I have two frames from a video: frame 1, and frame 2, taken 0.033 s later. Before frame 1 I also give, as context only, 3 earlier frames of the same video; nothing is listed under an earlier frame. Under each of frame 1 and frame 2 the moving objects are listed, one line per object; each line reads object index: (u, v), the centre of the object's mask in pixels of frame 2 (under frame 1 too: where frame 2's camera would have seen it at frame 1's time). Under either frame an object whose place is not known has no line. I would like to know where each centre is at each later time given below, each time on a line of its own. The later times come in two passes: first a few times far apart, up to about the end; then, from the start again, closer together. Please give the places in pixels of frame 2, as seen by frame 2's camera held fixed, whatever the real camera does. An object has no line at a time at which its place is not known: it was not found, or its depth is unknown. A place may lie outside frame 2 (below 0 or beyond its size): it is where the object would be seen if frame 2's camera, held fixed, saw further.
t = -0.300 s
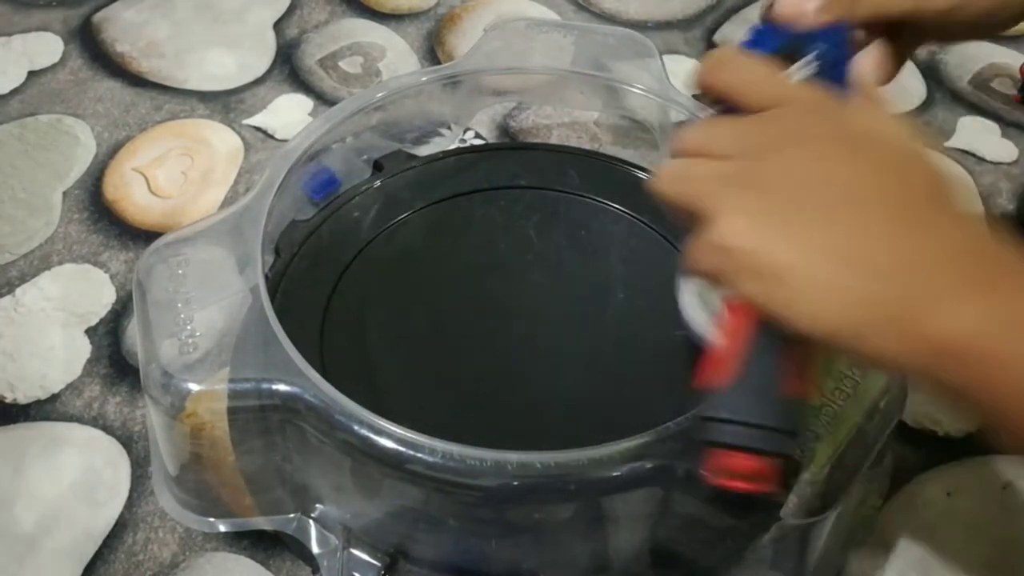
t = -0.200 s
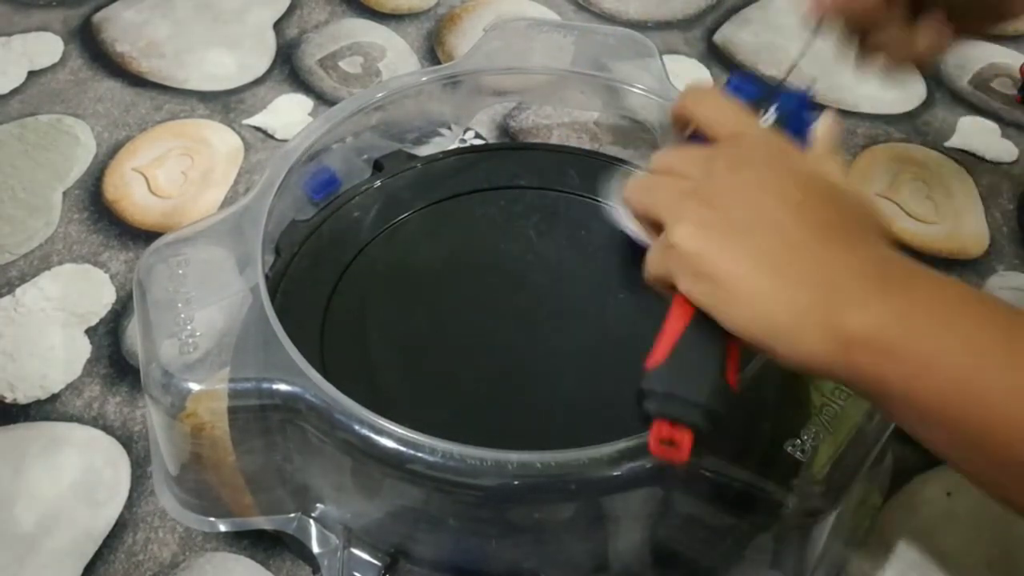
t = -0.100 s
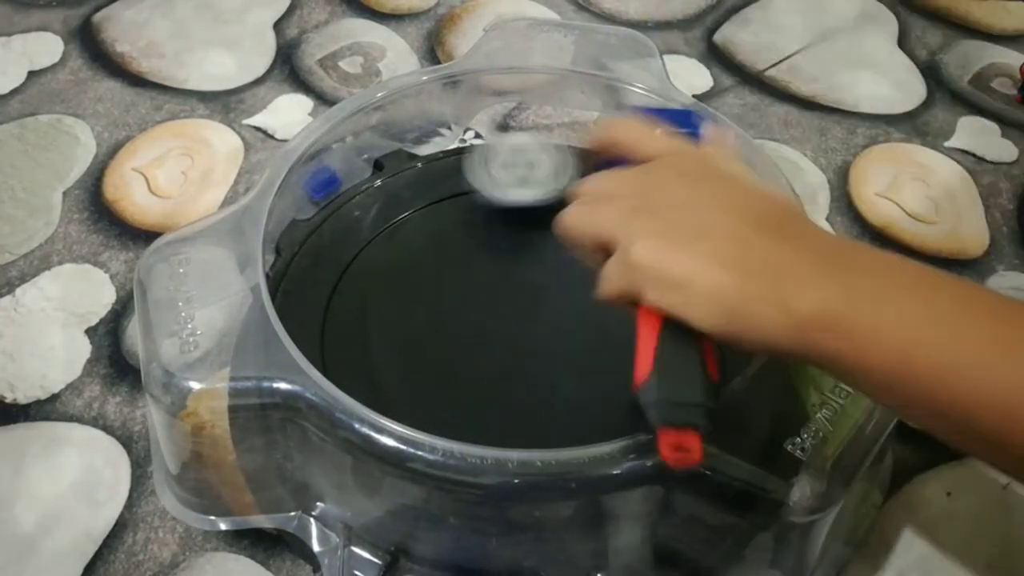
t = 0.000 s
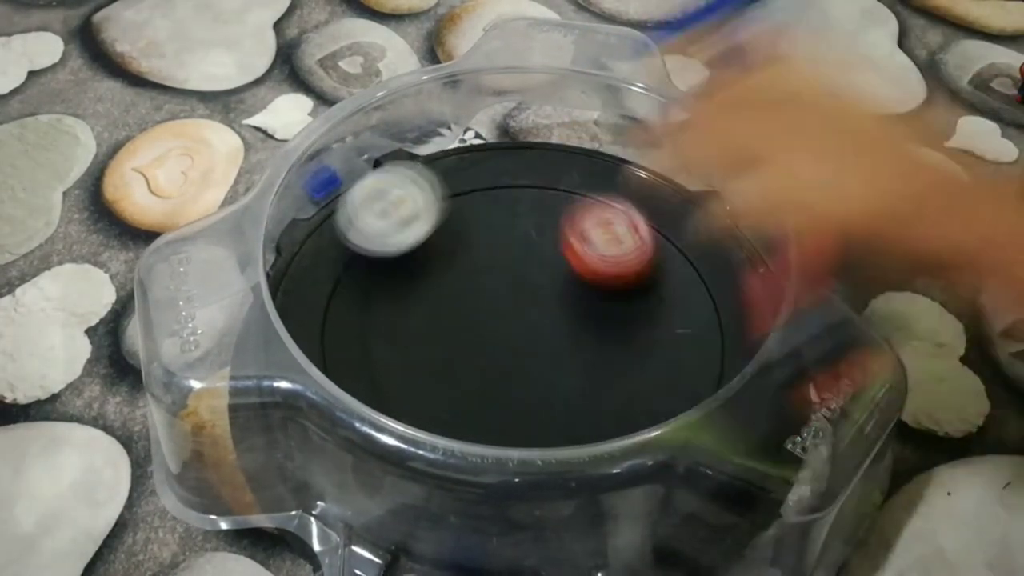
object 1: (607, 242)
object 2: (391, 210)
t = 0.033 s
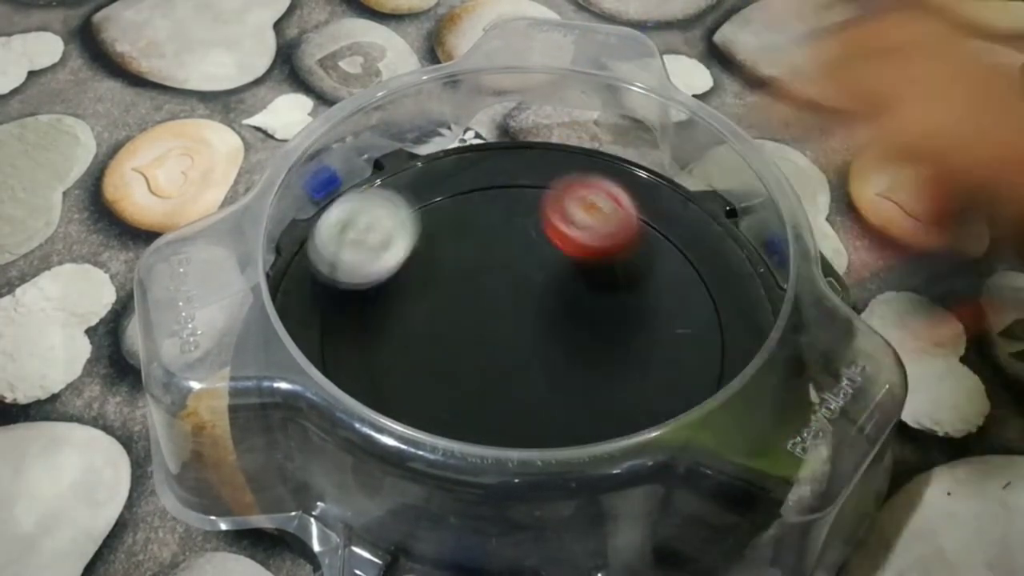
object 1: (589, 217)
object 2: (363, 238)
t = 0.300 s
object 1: (445, 250)
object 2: (517, 472)
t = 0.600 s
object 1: (443, 340)
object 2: (669, 217)
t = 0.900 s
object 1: (543, 346)
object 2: (382, 241)
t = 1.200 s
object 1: (545, 298)
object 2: (531, 441)
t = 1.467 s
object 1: (508, 308)
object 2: (712, 302)
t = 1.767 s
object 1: (529, 324)
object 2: (465, 213)
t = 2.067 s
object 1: (525, 313)
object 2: (395, 469)
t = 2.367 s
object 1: (525, 321)
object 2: (724, 337)
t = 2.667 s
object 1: (533, 319)
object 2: (553, 163)
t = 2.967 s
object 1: (523, 320)
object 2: (341, 359)
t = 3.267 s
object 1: (525, 321)
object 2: (659, 393)
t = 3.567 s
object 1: (521, 322)
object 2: (590, 179)
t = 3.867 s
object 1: (519, 320)
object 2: (339, 271)
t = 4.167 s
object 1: (519, 319)
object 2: (551, 450)
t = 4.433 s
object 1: (518, 317)
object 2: (683, 286)
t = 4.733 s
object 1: (518, 318)
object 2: (470, 209)
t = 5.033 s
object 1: (519, 316)
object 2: (422, 379)
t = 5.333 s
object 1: (503, 272)
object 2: (610, 397)
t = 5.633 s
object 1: (464, 229)
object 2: (647, 413)
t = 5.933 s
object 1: (441, 215)
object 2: (602, 431)
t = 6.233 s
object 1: (524, 280)
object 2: (549, 376)
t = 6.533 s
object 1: (625, 234)
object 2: (481, 326)
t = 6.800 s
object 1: (618, 260)
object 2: (502, 272)
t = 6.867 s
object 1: (613, 269)
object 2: (507, 268)
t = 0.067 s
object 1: (570, 205)
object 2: (344, 269)
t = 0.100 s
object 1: (551, 206)
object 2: (334, 302)
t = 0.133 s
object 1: (531, 218)
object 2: (337, 336)
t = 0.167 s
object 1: (512, 231)
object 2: (348, 370)
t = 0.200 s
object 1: (495, 227)
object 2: (384, 387)
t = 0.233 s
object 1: (477, 232)
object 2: (412, 439)
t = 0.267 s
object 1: (460, 244)
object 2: (461, 462)
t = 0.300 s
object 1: (445, 250)
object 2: (517, 472)
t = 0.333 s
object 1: (432, 259)
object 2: (574, 473)
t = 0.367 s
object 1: (423, 268)
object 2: (627, 459)
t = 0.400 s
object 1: (417, 278)
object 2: (660, 403)
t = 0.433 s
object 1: (415, 289)
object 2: (691, 378)
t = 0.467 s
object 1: (416, 300)
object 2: (716, 346)
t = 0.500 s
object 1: (419, 312)
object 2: (725, 314)
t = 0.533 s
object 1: (425, 322)
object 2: (717, 279)
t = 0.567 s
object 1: (433, 332)
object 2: (698, 244)
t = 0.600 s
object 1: (443, 340)
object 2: (669, 217)
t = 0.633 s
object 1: (454, 346)
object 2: (634, 195)
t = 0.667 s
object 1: (465, 352)
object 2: (596, 182)
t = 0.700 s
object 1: (477, 355)
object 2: (558, 174)
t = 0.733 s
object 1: (490, 357)
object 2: (519, 172)
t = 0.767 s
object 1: (502, 358)
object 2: (485, 173)
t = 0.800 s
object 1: (514, 357)
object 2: (452, 181)
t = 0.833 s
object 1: (525, 354)
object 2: (424, 195)
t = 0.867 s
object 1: (534, 351)
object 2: (400, 215)
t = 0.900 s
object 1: (543, 346)
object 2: (382, 241)
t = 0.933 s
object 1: (550, 340)
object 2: (370, 271)
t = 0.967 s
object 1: (555, 335)
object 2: (369, 303)
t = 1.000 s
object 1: (559, 328)
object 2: (374, 335)
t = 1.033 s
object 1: (560, 322)
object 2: (385, 360)
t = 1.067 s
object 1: (560, 316)
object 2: (406, 384)
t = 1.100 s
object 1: (558, 310)
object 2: (432, 399)
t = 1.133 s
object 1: (554, 305)
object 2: (461, 424)
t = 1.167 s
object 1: (550, 301)
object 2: (495, 434)
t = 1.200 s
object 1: (545, 298)
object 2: (531, 441)
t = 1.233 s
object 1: (539, 296)
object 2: (569, 441)
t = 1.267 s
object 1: (533, 296)
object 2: (607, 434)
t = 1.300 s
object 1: (527, 296)
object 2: (645, 421)
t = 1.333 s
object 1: (521, 297)
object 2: (677, 401)
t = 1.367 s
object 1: (517, 299)
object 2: (701, 381)
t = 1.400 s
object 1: (513, 301)
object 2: (709, 351)
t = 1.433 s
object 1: (510, 305)
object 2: (713, 328)
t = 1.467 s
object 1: (508, 308)
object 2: (712, 302)
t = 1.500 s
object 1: (506, 311)
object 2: (703, 277)
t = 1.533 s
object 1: (507, 314)
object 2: (690, 255)
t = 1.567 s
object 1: (508, 318)
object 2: (669, 235)
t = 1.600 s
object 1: (511, 321)
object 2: (642, 219)
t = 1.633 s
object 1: (514, 324)
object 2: (608, 208)
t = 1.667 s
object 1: (518, 326)
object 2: (574, 203)
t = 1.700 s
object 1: (523, 326)
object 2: (536, 202)
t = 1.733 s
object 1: (527, 325)
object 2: (501, 206)
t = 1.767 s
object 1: (529, 324)
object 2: (465, 213)
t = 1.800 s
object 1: (531, 323)
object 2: (434, 224)
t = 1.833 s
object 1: (533, 321)
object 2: (402, 239)
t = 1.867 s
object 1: (533, 319)
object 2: (376, 259)
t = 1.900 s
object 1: (534, 317)
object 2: (353, 283)
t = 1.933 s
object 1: (534, 315)
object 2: (340, 310)
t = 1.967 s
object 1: (533, 314)
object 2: (332, 337)
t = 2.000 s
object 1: (532, 313)
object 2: (336, 368)
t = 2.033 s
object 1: (527, 312)
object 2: (364, 439)
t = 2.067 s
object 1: (525, 313)
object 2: (395, 469)
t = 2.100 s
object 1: (523, 313)
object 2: (446, 483)
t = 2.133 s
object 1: (522, 314)
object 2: (499, 490)
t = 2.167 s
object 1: (523, 315)
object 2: (546, 487)
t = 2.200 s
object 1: (523, 316)
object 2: (595, 477)
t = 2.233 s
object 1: (523, 318)
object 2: (635, 459)
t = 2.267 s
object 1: (523, 320)
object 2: (659, 427)
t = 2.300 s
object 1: (524, 321)
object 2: (686, 387)
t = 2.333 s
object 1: (524, 321)
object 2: (706, 365)
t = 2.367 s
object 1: (525, 321)
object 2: (724, 337)
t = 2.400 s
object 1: (526, 320)
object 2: (732, 307)
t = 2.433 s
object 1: (528, 318)
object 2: (734, 278)
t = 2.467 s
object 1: (531, 317)
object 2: (725, 247)
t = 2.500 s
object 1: (532, 315)
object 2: (713, 219)
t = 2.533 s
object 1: (534, 315)
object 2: (687, 200)
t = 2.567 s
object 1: (536, 315)
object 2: (655, 186)
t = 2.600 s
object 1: (536, 316)
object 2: (624, 173)
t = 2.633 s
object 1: (536, 318)
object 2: (591, 167)
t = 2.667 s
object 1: (533, 319)
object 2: (553, 163)
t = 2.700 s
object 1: (531, 318)
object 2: (513, 165)
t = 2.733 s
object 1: (529, 317)
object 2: (474, 170)
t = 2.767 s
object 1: (528, 317)
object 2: (429, 179)
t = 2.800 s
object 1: (526, 317)
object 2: (392, 195)
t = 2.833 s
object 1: (525, 317)
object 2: (362, 222)
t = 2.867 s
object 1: (524, 318)
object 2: (341, 254)
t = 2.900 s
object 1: (523, 318)
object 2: (328, 287)
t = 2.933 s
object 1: (523, 319)
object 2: (330, 323)
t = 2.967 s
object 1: (523, 320)
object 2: (341, 359)
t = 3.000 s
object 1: (522, 321)
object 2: (363, 393)
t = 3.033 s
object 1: (522, 322)
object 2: (394, 423)
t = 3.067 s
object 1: (521, 324)
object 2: (432, 448)
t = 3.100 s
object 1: (521, 324)
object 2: (474, 461)
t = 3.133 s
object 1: (520, 324)
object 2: (518, 466)
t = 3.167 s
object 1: (520, 323)
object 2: (562, 460)
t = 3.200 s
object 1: (522, 322)
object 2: (602, 446)
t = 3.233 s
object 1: (523, 322)
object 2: (638, 424)
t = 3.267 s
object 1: (525, 321)
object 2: (659, 393)
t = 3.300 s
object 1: (526, 320)
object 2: (682, 370)
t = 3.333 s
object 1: (527, 320)
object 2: (693, 344)
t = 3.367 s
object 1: (527, 320)
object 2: (695, 314)
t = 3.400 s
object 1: (526, 320)
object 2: (690, 283)
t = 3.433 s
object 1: (525, 320)
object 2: (679, 255)
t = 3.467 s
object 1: (524, 320)
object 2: (663, 231)
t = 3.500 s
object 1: (524, 321)
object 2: (642, 210)
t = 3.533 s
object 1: (523, 321)
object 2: (617, 192)
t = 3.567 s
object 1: (521, 322)
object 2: (590, 179)
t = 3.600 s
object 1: (520, 322)
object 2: (560, 168)
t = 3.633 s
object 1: (519, 321)
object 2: (528, 164)
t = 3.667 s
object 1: (519, 320)
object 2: (496, 165)
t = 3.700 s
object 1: (519, 320)
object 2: (462, 172)
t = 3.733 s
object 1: (519, 319)
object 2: (430, 183)
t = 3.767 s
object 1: (519, 319)
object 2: (398, 199)
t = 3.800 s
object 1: (520, 320)
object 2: (372, 220)
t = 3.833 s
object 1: (519, 320)
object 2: (353, 243)
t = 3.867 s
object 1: (519, 320)
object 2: (339, 271)
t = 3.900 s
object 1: (518, 321)
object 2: (333, 298)
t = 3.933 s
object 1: (517, 321)
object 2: (341, 328)
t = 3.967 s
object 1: (516, 320)
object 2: (352, 359)
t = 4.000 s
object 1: (516, 319)
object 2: (371, 384)
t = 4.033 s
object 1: (517, 319)
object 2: (403, 413)
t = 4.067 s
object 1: (518, 319)
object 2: (437, 434)
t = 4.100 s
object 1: (518, 318)
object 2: (476, 447)
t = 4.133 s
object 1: (519, 318)
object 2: (515, 451)
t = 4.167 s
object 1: (519, 319)
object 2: (551, 450)
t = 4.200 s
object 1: (519, 320)
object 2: (582, 442)
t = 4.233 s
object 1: (519, 320)
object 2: (612, 428)
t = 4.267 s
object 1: (518, 321)
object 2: (638, 408)
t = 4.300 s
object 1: (517, 321)
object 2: (658, 384)
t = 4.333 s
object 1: (516, 320)
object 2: (675, 363)
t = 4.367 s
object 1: (516, 319)
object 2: (685, 338)
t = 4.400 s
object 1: (517, 318)
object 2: (687, 311)
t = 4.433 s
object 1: (518, 317)
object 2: (683, 286)
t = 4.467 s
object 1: (519, 317)
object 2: (672, 262)
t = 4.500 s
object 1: (520, 316)
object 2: (656, 241)
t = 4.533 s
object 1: (520, 316)
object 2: (635, 223)
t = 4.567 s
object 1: (520, 317)
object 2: (609, 210)
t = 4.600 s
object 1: (520, 317)
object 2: (583, 200)
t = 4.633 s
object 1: (519, 317)
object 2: (555, 197)
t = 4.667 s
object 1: (519, 318)
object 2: (526, 196)
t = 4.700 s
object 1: (518, 318)
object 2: (497, 201)
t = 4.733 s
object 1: (518, 318)
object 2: (470, 209)
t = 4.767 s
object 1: (518, 317)
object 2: (444, 220)
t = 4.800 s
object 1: (518, 316)
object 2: (422, 237)
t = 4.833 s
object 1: (517, 316)
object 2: (405, 257)
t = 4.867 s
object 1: (518, 316)
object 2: (393, 279)
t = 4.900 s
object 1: (518, 316)
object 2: (387, 303)
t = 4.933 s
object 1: (518, 315)
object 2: (388, 326)
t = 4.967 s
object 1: (519, 315)
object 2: (394, 346)
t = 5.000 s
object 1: (519, 316)
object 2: (406, 364)
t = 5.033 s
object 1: (519, 316)
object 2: (422, 379)
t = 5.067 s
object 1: (519, 316)
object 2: (441, 389)
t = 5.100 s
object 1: (520, 317)
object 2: (462, 396)
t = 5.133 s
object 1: (520, 316)
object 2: (485, 401)
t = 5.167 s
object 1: (520, 316)
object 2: (510, 402)
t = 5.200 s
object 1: (520, 315)
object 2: (534, 399)
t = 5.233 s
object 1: (519, 315)
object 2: (554, 393)
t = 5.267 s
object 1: (519, 315)
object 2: (570, 384)
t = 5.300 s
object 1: (515, 306)
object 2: (583, 385)
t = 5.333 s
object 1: (503, 272)
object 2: (610, 397)
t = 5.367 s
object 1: (490, 239)
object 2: (637, 420)
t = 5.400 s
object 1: (479, 209)
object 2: (654, 432)
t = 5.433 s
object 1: (469, 186)
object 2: (659, 432)
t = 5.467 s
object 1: (461, 172)
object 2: (659, 430)
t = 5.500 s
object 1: (459, 177)
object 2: (660, 429)
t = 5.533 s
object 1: (459, 188)
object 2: (661, 425)
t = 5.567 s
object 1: (460, 200)
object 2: (660, 422)
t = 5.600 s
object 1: (461, 214)
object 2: (658, 420)
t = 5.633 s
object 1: (464, 229)
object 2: (647, 413)
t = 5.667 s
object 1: (467, 246)
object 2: (635, 400)
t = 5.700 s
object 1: (472, 262)
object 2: (626, 394)
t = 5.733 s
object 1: (478, 279)
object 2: (610, 383)
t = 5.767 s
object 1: (485, 294)
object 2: (595, 373)
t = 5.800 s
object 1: (494, 308)
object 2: (579, 364)
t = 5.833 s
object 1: (487, 298)
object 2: (579, 376)
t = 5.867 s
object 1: (469, 263)
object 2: (592, 399)
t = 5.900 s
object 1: (453, 239)
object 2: (601, 416)
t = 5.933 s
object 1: (441, 215)
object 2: (602, 431)
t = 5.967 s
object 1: (434, 197)
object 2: (603, 439)
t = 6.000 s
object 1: (435, 188)
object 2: (601, 446)
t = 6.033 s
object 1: (444, 197)
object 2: (593, 444)
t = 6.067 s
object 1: (455, 209)
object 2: (587, 434)
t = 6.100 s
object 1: (468, 223)
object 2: (581, 417)
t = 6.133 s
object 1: (481, 238)
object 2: (574, 409)
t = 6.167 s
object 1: (495, 252)
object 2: (566, 403)
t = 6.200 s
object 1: (510, 267)
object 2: (559, 390)
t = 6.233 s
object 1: (524, 280)
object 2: (549, 376)
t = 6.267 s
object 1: (539, 289)
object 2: (539, 367)
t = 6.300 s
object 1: (558, 284)
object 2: (526, 367)
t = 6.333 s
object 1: (574, 275)
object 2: (514, 364)
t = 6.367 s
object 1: (587, 266)
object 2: (504, 359)
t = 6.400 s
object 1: (598, 259)
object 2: (497, 353)
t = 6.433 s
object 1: (607, 251)
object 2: (491, 346)
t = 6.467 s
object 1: (614, 245)
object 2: (486, 340)
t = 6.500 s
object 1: (620, 238)
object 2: (484, 332)
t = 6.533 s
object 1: (625, 234)
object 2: (481, 326)
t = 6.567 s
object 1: (627, 230)
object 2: (479, 319)
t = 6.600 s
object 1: (630, 228)
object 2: (479, 312)
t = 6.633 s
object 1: (631, 228)
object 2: (479, 304)
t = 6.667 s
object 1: (631, 230)
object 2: (481, 299)
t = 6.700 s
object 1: (631, 233)
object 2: (484, 293)
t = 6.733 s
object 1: (629, 238)
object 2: (487, 286)
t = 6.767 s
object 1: (626, 244)
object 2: (491, 280)
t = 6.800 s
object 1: (618, 260)
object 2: (502, 272)
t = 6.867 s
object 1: (613, 269)
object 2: (507, 268)
